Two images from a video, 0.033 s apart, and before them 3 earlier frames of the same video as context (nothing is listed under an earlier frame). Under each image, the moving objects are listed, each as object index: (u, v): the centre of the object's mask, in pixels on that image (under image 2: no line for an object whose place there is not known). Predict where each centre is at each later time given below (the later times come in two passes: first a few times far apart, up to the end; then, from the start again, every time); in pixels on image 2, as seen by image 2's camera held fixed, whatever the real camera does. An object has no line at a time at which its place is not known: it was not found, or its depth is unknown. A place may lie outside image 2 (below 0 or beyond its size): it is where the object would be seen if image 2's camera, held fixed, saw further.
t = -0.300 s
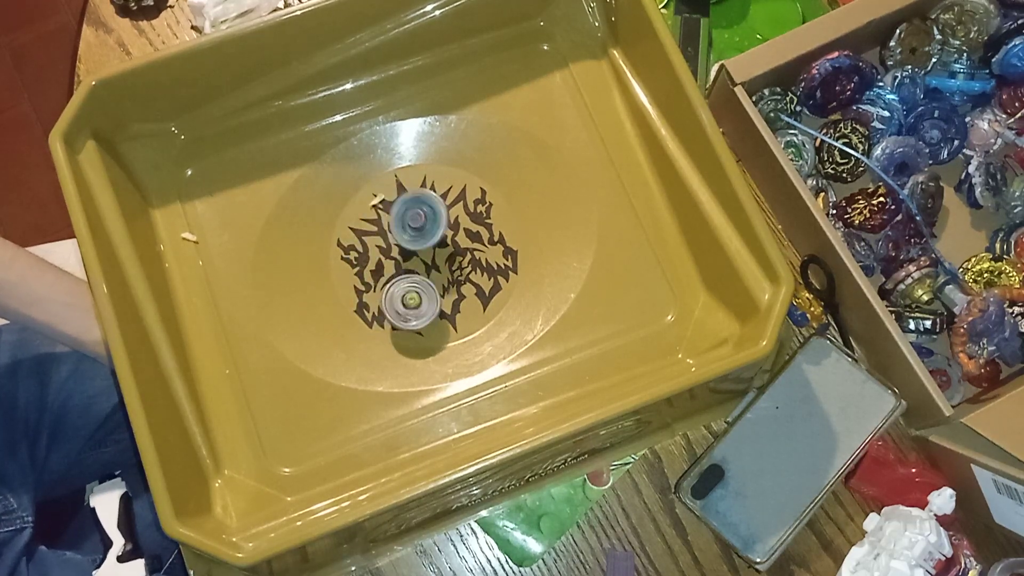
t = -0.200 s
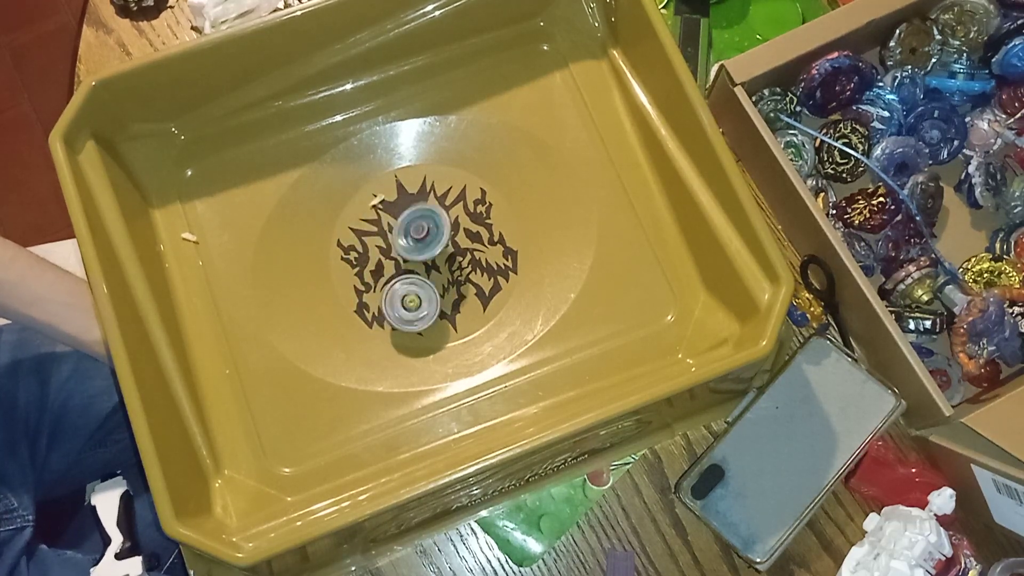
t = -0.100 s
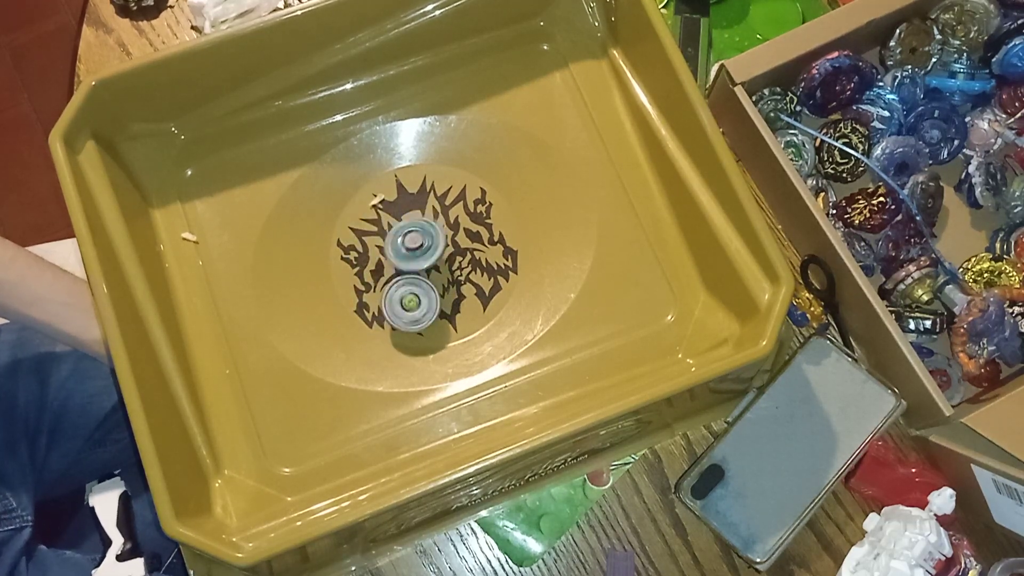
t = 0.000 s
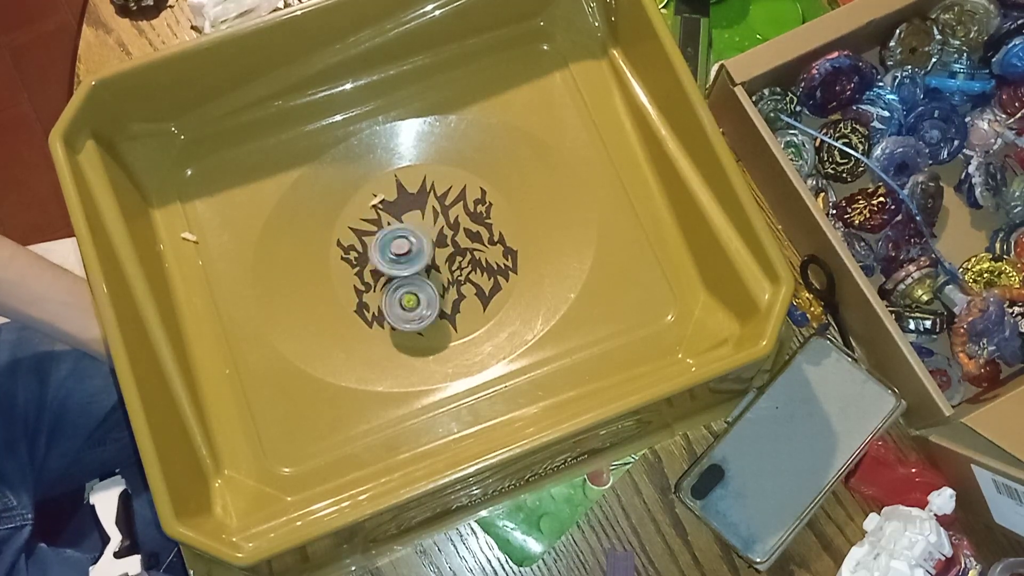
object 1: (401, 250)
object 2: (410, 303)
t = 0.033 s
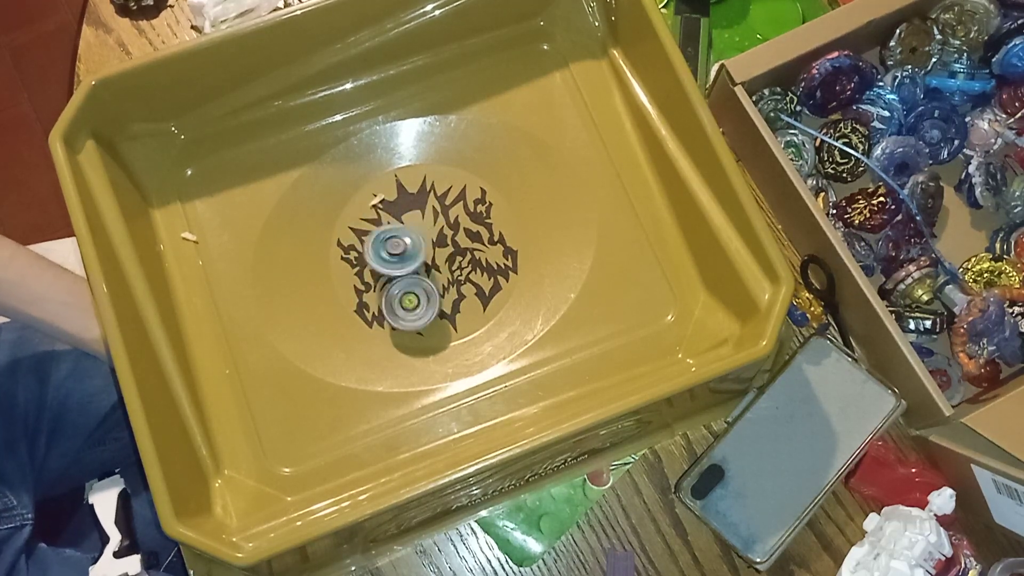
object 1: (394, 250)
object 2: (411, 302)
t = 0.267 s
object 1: (375, 231)
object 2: (412, 302)
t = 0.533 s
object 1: (394, 219)
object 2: (412, 301)
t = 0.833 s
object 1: (391, 227)
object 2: (413, 303)
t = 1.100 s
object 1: (386, 213)
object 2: (414, 303)
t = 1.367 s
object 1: (395, 214)
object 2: (414, 303)
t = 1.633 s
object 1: (388, 213)
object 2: (415, 302)
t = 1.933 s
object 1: (393, 208)
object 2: (416, 302)
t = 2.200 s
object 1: (391, 208)
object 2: (416, 302)
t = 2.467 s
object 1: (392, 205)
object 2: (417, 302)
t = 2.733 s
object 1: (393, 204)
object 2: (417, 302)
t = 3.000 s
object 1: (391, 202)
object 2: (418, 302)
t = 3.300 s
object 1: (390, 204)
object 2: (418, 301)
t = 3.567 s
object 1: (389, 200)
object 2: (419, 301)
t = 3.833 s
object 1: (384, 200)
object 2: (419, 302)
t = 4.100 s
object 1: (383, 203)
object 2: (419, 302)
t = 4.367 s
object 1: (383, 202)
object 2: (419, 301)
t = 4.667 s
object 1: (378, 202)
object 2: (420, 301)
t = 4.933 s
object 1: (373, 210)
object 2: (420, 302)
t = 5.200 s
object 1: (377, 211)
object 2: (420, 301)
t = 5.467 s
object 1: (375, 211)
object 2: (421, 299)
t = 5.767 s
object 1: (371, 216)
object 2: (421, 300)
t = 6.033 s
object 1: (374, 219)
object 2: (422, 300)
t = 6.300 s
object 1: (375, 218)
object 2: (422, 300)
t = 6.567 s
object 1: (371, 220)
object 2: (422, 301)
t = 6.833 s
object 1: (372, 225)
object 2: (422, 301)
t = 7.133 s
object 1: (372, 224)
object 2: (423, 301)
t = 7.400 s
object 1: (369, 223)
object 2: (423, 300)
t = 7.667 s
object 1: (367, 228)
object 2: (423, 300)
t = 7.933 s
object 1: (369, 227)
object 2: (423, 301)
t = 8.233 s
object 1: (368, 226)
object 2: (424, 299)
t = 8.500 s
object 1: (367, 230)
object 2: (423, 297)
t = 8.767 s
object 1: (365, 231)
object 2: (421, 299)
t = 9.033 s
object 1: (366, 231)
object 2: (423, 303)
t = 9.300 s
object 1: (365, 233)
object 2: (426, 300)
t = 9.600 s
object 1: (363, 233)
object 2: (424, 297)
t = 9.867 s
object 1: (364, 233)
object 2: (425, 299)
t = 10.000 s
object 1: (365, 236)
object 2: (426, 295)
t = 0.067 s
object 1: (389, 250)
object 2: (410, 302)
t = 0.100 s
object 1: (385, 248)
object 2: (410, 302)
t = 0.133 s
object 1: (382, 246)
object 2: (411, 302)
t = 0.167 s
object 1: (379, 243)
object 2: (411, 302)
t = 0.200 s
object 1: (377, 240)
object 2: (412, 302)
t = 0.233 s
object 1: (375, 236)
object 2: (412, 302)
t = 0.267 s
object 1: (375, 231)
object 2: (412, 302)
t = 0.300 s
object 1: (375, 227)
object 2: (412, 302)
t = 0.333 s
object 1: (377, 225)
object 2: (413, 303)
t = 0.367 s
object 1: (379, 222)
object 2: (413, 303)
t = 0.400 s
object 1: (381, 220)
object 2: (412, 304)
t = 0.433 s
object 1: (385, 219)
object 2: (411, 305)
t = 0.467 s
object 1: (388, 218)
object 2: (411, 304)
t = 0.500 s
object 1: (391, 218)
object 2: (411, 302)
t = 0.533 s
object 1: (394, 219)
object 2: (412, 301)
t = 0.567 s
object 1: (395, 220)
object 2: (413, 301)
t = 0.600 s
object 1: (396, 220)
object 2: (413, 302)
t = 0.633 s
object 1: (397, 221)
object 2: (413, 302)
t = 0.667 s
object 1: (396, 222)
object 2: (413, 303)
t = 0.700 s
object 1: (396, 223)
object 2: (412, 303)
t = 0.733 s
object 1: (395, 224)
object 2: (412, 303)
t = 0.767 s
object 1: (395, 226)
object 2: (412, 302)
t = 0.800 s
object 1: (393, 227)
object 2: (413, 302)
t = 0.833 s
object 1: (391, 227)
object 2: (413, 303)
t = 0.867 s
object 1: (389, 226)
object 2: (413, 303)
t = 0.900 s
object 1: (387, 225)
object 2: (413, 303)
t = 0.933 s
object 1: (386, 224)
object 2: (413, 303)
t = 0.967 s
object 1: (384, 222)
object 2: (412, 303)
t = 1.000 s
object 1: (383, 219)
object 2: (413, 302)
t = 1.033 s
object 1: (383, 217)
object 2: (413, 302)
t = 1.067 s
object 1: (384, 215)
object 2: (414, 302)
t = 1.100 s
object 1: (386, 213)
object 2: (414, 303)
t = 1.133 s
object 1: (387, 212)
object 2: (414, 303)
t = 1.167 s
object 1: (389, 211)
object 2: (414, 302)
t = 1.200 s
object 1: (391, 211)
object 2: (414, 302)
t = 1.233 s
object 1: (393, 211)
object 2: (414, 302)
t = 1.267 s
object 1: (394, 212)
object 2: (414, 302)
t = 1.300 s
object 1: (396, 213)
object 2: (415, 302)
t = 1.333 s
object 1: (395, 214)
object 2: (414, 303)
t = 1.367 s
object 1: (395, 214)
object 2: (414, 303)
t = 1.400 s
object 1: (395, 214)
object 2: (414, 303)
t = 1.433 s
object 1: (395, 214)
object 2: (414, 302)
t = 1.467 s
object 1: (395, 214)
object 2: (415, 303)
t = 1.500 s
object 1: (394, 215)
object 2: (415, 303)
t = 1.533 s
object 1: (393, 215)
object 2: (414, 303)
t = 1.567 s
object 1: (392, 214)
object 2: (414, 303)
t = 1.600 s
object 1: (389, 214)
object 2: (414, 302)
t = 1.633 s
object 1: (388, 213)
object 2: (415, 302)
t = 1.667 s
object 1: (389, 211)
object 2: (415, 302)
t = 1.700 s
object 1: (389, 209)
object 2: (415, 302)
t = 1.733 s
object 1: (390, 208)
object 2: (415, 302)
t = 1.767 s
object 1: (391, 208)
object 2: (415, 302)
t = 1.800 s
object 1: (392, 207)
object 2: (415, 301)
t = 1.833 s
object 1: (391, 208)
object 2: (415, 301)
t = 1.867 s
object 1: (392, 208)
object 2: (416, 301)
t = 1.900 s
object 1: (393, 208)
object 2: (416, 302)
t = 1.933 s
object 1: (393, 208)
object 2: (416, 302)
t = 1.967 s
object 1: (393, 208)
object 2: (416, 302)
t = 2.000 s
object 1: (393, 208)
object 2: (416, 302)
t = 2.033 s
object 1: (393, 208)
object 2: (416, 302)
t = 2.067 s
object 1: (392, 207)
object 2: (416, 302)
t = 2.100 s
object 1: (393, 207)
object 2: (416, 303)
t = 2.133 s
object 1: (392, 208)
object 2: (416, 302)
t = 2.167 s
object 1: (391, 208)
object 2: (416, 302)
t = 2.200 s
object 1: (391, 208)
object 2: (416, 302)
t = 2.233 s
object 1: (390, 207)
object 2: (416, 302)
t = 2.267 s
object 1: (391, 206)
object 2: (416, 302)
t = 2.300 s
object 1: (391, 206)
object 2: (416, 302)
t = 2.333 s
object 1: (391, 206)
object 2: (416, 302)
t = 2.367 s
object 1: (391, 206)
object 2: (416, 302)
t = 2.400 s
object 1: (392, 206)
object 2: (417, 301)
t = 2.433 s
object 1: (392, 206)
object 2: (417, 302)
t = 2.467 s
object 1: (392, 205)
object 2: (417, 302)
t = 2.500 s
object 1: (392, 205)
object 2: (417, 302)
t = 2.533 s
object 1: (393, 205)
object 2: (416, 302)
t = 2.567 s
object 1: (392, 204)
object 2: (417, 301)
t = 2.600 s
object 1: (394, 203)
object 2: (417, 301)
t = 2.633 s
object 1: (393, 203)
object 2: (418, 302)
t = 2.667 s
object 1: (394, 203)
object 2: (417, 302)
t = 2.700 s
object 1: (393, 204)
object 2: (417, 302)
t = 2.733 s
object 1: (393, 204)
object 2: (417, 302)
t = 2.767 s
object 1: (392, 204)
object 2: (418, 302)
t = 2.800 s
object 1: (392, 204)
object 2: (418, 302)
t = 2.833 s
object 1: (392, 204)
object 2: (418, 303)
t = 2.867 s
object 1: (391, 204)
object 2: (417, 303)
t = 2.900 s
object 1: (391, 204)
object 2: (417, 302)
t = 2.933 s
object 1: (390, 205)
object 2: (417, 302)
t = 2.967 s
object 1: (390, 204)
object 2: (417, 302)
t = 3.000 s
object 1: (391, 202)
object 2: (418, 302)
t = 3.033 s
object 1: (391, 201)
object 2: (417, 302)
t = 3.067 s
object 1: (392, 201)
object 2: (418, 302)
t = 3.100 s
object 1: (391, 200)
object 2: (417, 302)
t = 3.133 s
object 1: (392, 201)
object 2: (418, 301)
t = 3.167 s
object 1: (392, 202)
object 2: (418, 301)
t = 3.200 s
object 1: (392, 203)
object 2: (418, 302)
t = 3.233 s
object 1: (392, 204)
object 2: (418, 302)
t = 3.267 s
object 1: (391, 204)
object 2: (418, 302)
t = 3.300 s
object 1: (390, 204)
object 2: (418, 301)
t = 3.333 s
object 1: (390, 204)
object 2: (418, 301)
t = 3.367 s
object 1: (389, 204)
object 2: (419, 302)
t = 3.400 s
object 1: (388, 203)
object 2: (419, 302)
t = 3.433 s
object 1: (388, 202)
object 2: (419, 302)
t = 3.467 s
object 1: (388, 201)
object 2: (418, 302)
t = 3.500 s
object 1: (389, 200)
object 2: (418, 302)
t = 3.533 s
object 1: (390, 199)
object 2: (418, 302)
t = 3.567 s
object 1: (389, 200)
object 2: (419, 301)
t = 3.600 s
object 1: (390, 202)
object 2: (419, 302)
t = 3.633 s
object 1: (390, 203)
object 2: (419, 303)
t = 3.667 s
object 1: (390, 203)
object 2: (418, 302)
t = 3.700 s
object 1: (388, 203)
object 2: (418, 302)
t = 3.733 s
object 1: (386, 204)
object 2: (419, 302)
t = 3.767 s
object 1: (385, 203)
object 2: (419, 302)
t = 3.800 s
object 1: (384, 203)
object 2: (419, 302)
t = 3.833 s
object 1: (384, 200)
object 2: (419, 302)
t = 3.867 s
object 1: (384, 199)
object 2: (419, 302)
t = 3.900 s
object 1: (385, 198)
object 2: (419, 302)
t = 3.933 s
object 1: (386, 198)
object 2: (419, 302)
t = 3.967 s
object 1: (387, 199)
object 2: (419, 302)
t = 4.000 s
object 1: (387, 201)
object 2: (420, 302)
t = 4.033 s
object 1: (387, 202)
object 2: (420, 302)
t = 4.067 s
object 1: (385, 202)
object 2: (420, 303)
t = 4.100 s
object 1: (383, 203)
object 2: (419, 302)
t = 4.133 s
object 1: (381, 203)
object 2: (419, 302)
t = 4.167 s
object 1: (380, 202)
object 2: (419, 301)
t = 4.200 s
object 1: (379, 201)
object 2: (419, 302)
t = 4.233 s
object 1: (380, 199)
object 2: (420, 302)
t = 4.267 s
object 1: (381, 198)
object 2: (420, 302)
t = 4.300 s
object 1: (382, 199)
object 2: (419, 302)
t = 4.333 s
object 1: (383, 200)
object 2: (418, 302)
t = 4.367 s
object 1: (383, 202)
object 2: (419, 301)
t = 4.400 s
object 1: (383, 203)
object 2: (419, 301)
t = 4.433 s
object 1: (382, 204)
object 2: (419, 301)
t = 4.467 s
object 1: (381, 205)
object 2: (420, 302)
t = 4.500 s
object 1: (379, 205)
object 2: (419, 302)
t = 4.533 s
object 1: (377, 205)
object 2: (419, 302)
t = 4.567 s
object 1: (376, 205)
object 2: (419, 301)
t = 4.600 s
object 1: (376, 203)
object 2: (419, 301)
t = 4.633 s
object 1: (377, 202)
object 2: (420, 301)
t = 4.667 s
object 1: (378, 202)
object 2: (420, 301)
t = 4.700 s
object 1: (379, 203)
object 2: (420, 302)
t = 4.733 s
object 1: (379, 204)
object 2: (420, 302)
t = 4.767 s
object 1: (379, 206)
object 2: (420, 301)
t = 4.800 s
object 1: (379, 207)
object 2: (420, 301)
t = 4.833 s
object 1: (378, 208)
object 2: (420, 301)
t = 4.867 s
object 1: (377, 209)
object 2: (420, 301)
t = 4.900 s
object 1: (375, 210)
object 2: (420, 302)
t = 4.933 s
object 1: (373, 210)
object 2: (420, 302)
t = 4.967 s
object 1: (373, 209)
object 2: (420, 302)
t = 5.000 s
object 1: (373, 208)
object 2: (420, 301)
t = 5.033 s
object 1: (375, 207)
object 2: (420, 301)
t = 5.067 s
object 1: (376, 207)
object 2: (421, 301)
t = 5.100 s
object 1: (377, 208)
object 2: (421, 301)
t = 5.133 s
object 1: (377, 209)
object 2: (420, 301)
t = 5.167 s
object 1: (378, 211)
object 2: (420, 301)
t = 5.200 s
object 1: (377, 211)
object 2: (420, 301)
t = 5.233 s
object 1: (377, 212)
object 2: (421, 300)
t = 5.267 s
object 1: (375, 214)
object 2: (421, 300)
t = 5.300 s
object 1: (373, 214)
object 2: (421, 302)
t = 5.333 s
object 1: (372, 214)
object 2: (421, 302)
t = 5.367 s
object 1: (372, 213)
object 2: (421, 302)
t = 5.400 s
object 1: (373, 212)
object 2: (420, 301)
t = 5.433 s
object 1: (374, 210)
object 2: (420, 300)
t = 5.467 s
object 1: (375, 211)
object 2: (421, 299)
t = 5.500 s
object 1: (376, 212)
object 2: (422, 299)
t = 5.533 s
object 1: (376, 213)
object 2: (422, 300)
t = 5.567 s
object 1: (376, 214)
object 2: (422, 301)
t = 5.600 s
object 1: (376, 215)
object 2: (422, 301)
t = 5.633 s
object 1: (375, 216)
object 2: (421, 302)
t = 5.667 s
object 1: (374, 217)
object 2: (421, 302)
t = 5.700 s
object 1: (372, 217)
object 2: (421, 301)
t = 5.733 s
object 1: (371, 217)
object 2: (421, 301)
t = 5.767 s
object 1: (371, 216)
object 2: (421, 300)
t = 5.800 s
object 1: (372, 214)
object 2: (422, 300)
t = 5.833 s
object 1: (373, 213)
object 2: (422, 300)
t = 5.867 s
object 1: (374, 213)
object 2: (421, 302)
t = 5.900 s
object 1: (375, 215)
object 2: (421, 302)
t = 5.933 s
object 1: (375, 215)
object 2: (421, 301)
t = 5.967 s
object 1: (375, 218)
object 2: (421, 300)
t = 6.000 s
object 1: (375, 219)
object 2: (421, 300)
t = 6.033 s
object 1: (374, 219)
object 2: (422, 300)
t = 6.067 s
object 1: (373, 220)
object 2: (422, 301)
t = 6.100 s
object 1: (371, 220)
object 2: (423, 302)
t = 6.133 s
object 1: (370, 219)
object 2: (422, 302)
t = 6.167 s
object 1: (370, 218)
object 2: (422, 302)
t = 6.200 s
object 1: (372, 217)
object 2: (421, 302)
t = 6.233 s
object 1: (373, 216)
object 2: (421, 301)
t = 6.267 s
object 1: (375, 216)
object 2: (421, 300)
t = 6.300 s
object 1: (375, 218)
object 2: (422, 300)
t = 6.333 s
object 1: (375, 219)
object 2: (422, 300)
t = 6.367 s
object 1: (375, 221)
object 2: (422, 301)
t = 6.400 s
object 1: (375, 222)
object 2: (422, 301)
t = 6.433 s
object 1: (374, 222)
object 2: (421, 302)
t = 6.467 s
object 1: (372, 223)
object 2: (421, 301)
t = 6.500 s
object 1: (371, 223)
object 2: (421, 300)
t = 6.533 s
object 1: (370, 222)
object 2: (422, 300)
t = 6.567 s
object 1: (371, 220)
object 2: (422, 301)
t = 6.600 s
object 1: (372, 219)
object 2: (422, 301)
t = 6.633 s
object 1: (373, 218)
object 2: (422, 301)
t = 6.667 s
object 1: (374, 220)
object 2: (422, 301)
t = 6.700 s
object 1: (375, 221)
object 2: (421, 301)
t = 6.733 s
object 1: (374, 222)
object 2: (421, 301)
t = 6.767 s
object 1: (374, 223)
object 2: (422, 300)
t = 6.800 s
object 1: (373, 224)
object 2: (422, 300)
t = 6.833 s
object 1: (372, 225)
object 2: (422, 301)
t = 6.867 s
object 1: (371, 225)
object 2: (423, 300)
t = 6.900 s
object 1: (370, 224)
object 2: (422, 301)
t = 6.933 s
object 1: (369, 223)
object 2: (422, 301)
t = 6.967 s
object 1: (370, 222)
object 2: (421, 301)
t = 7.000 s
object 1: (371, 221)
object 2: (422, 301)
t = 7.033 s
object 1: (372, 221)
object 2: (422, 300)
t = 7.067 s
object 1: (372, 222)
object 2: (423, 300)
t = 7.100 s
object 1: (373, 224)
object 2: (423, 300)
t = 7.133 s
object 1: (372, 224)
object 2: (423, 301)
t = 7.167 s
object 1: (372, 225)
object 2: (422, 302)
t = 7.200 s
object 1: (371, 225)
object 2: (422, 302)
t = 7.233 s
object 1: (370, 226)
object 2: (422, 302)
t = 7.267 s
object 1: (368, 227)
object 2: (422, 301)
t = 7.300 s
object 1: (368, 226)
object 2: (422, 299)
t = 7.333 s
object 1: (367, 225)
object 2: (423, 299)
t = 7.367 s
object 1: (368, 224)
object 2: (423, 300)
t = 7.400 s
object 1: (369, 223)
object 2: (423, 300)
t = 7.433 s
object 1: (370, 223)
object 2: (423, 301)
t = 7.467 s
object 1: (370, 224)
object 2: (423, 302)
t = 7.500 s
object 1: (370, 225)
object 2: (422, 301)
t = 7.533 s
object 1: (370, 226)
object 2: (422, 301)
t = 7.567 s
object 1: (370, 226)
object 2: (422, 300)
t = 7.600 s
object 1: (369, 227)
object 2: (422, 300)
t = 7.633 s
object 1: (368, 228)
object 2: (423, 300)
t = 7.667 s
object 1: (367, 228)
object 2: (423, 300)
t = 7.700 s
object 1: (366, 228)
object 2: (423, 301)
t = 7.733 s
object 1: (366, 227)
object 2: (423, 301)
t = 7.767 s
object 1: (367, 226)
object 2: (422, 301)
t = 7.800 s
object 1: (368, 225)
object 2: (422, 300)
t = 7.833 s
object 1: (368, 225)
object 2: (422, 299)
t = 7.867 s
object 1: (369, 226)
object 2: (423, 299)
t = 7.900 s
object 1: (368, 227)
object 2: (423, 299)
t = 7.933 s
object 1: (369, 227)
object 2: (423, 301)
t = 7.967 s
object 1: (369, 228)
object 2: (424, 300)
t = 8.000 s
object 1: (369, 229)
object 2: (424, 301)
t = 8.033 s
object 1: (368, 229)
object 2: (423, 300)
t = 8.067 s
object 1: (367, 230)
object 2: (422, 300)
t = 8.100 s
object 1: (367, 230)
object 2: (422, 299)
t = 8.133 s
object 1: (366, 229)
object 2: (422, 299)
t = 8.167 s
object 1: (367, 227)
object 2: (423, 299)
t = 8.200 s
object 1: (367, 227)
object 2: (424, 299)
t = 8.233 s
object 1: (368, 226)
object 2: (424, 299)
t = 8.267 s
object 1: (368, 227)
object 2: (424, 300)
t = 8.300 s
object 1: (368, 228)
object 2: (424, 301)
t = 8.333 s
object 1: (368, 228)
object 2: (423, 301)
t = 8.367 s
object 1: (368, 229)
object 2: (422, 301)
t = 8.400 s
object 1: (368, 230)
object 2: (422, 300)
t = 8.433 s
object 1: (368, 231)
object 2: (422, 299)
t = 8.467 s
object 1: (367, 231)
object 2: (422, 298)
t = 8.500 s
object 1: (367, 230)
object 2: (423, 297)
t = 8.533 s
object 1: (367, 230)
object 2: (424, 298)
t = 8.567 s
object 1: (366, 231)
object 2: (425, 299)
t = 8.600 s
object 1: (366, 230)
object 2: (425, 300)
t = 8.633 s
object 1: (366, 228)
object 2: (426, 301)
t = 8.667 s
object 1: (365, 229)
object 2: (425, 301)
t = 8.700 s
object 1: (365, 230)
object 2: (423, 301)
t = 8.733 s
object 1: (365, 231)
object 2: (422, 301)
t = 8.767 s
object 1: (365, 231)
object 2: (421, 299)
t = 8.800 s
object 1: (365, 232)
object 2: (422, 298)
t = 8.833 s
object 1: (367, 232)
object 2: (423, 297)
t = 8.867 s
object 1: (367, 233)
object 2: (424, 298)
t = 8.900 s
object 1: (367, 231)
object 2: (425, 299)
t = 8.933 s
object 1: (367, 231)
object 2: (426, 300)
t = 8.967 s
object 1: (367, 232)
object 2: (425, 301)
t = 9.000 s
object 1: (366, 232)
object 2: (424, 303)
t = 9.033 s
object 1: (366, 231)
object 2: (423, 303)
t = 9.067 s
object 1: (366, 230)
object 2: (422, 303)
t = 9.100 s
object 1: (365, 230)
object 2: (421, 302)
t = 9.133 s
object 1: (364, 231)
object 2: (421, 300)
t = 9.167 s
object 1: (364, 232)
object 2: (422, 299)
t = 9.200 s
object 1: (364, 232)
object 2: (422, 298)
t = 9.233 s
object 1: (363, 232)
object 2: (423, 298)
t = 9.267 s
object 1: (364, 232)
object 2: (425, 298)
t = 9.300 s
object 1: (365, 233)
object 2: (426, 300)
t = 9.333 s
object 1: (365, 231)
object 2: (427, 301)
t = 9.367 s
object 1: (365, 230)
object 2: (425, 301)
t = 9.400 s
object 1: (365, 231)
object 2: (424, 300)
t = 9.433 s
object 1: (365, 232)
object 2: (424, 299)
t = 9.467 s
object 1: (365, 234)
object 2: (424, 299)
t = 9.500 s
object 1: (364, 234)
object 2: (424, 298)
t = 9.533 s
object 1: (365, 234)
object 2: (424, 298)
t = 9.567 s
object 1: (364, 234)
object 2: (424, 297)
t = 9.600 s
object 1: (363, 233)
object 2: (424, 297)
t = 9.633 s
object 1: (362, 233)
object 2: (425, 296)
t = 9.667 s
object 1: (362, 235)
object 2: (426, 296)
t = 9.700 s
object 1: (361, 234)
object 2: (427, 296)
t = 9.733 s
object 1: (362, 235)
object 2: (428, 297)
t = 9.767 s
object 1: (363, 234)
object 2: (428, 298)
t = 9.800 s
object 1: (363, 234)
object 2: (427, 299)
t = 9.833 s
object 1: (363, 233)
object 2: (426, 299)
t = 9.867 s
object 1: (364, 233)
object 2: (425, 299)
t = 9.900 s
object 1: (364, 236)
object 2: (425, 297)
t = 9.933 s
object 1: (365, 236)
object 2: (425, 296)
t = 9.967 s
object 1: (364, 236)
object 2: (426, 295)
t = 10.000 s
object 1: (365, 236)
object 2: (426, 295)
